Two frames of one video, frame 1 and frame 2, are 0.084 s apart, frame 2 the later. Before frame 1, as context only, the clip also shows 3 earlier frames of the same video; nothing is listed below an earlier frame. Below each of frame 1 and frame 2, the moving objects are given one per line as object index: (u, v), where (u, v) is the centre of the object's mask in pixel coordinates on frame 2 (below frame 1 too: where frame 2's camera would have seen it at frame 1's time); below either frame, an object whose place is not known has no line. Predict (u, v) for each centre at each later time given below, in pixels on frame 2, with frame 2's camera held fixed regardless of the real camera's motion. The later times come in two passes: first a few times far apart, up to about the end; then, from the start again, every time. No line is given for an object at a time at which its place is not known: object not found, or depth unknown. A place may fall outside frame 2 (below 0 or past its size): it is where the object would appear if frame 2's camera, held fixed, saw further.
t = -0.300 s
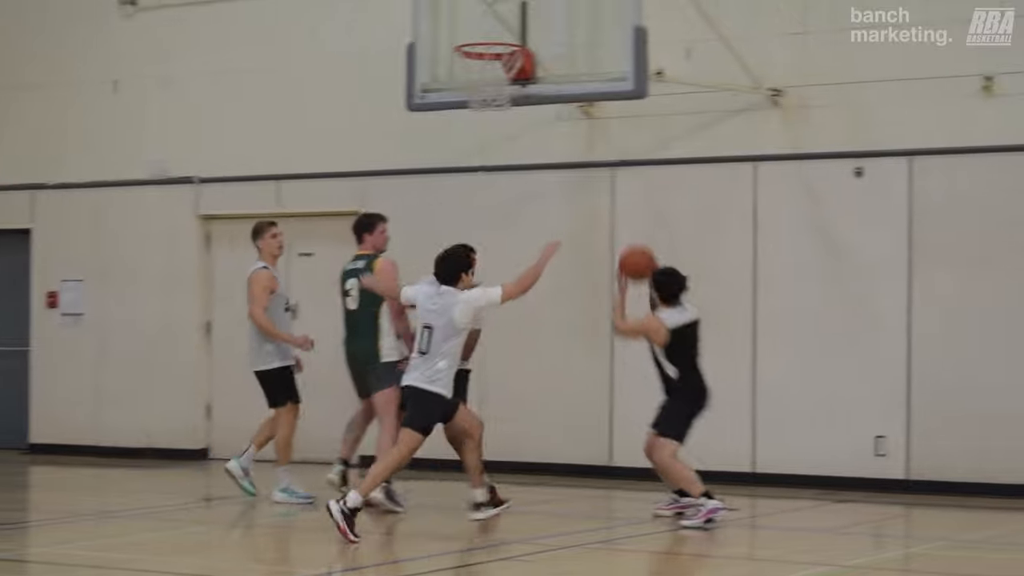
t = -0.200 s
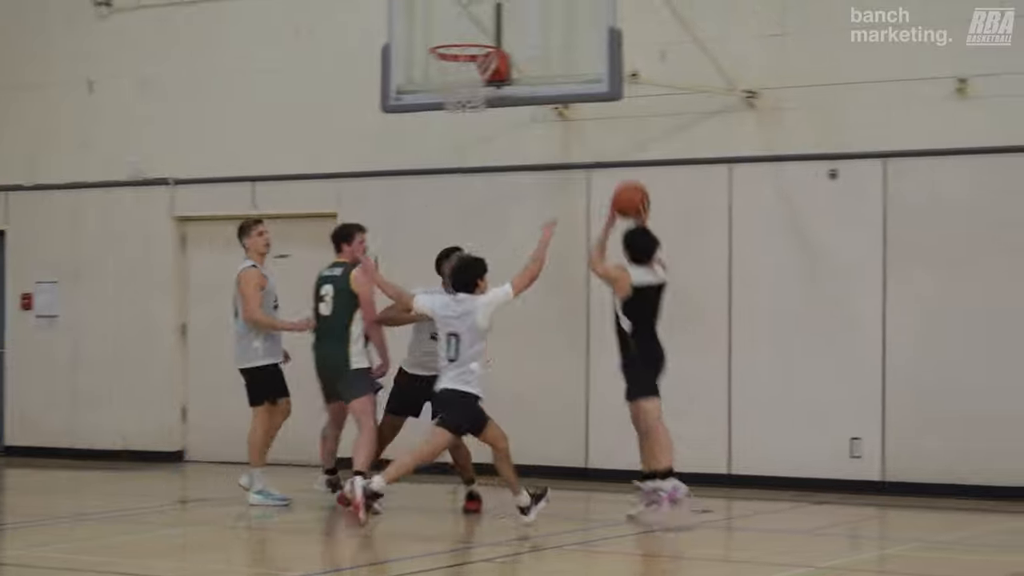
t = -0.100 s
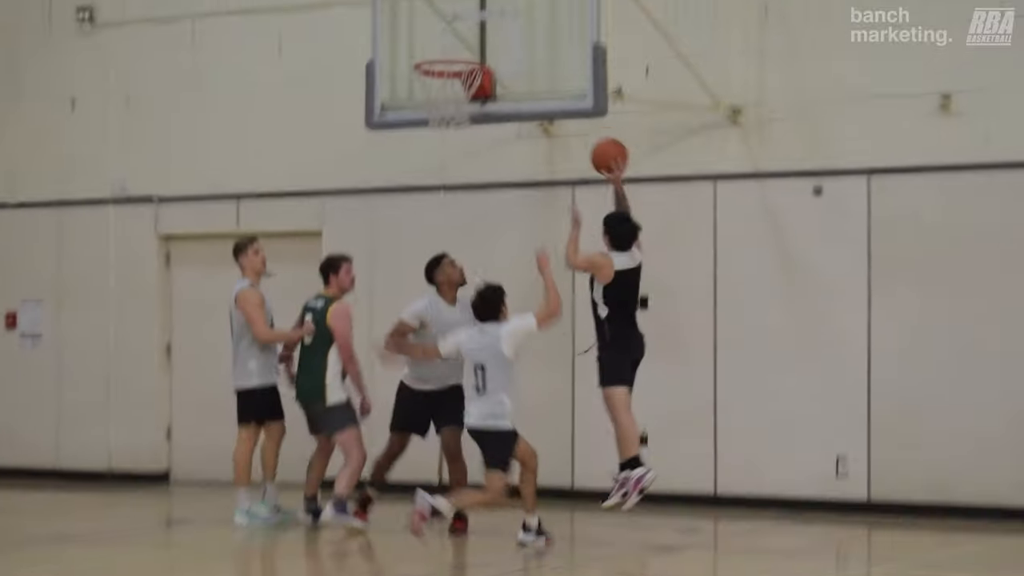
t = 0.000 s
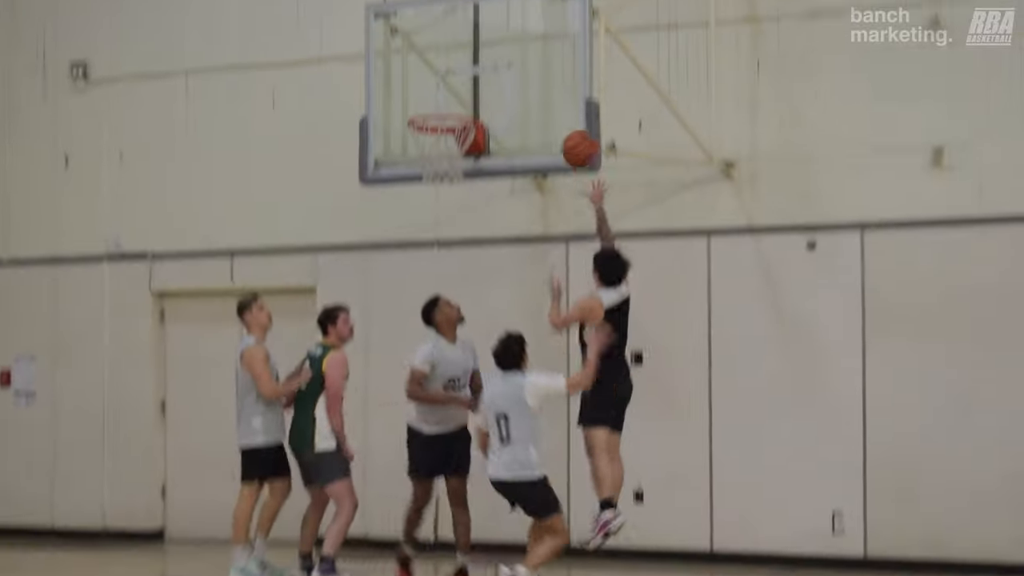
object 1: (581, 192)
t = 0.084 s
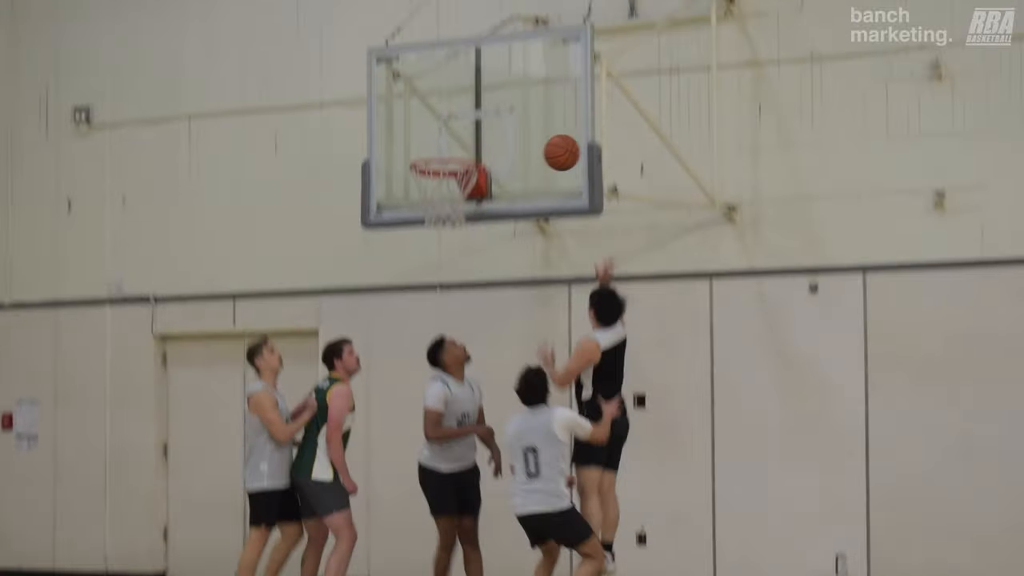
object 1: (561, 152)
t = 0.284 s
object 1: (514, 108)
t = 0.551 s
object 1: (434, 148)
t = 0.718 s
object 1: (458, 175)
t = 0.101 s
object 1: (558, 146)
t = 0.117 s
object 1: (554, 140)
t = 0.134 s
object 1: (550, 135)
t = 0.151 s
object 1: (546, 130)
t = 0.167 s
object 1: (542, 125)
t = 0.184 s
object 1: (539, 121)
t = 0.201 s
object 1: (535, 117)
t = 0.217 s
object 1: (531, 114)
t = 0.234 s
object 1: (528, 111)
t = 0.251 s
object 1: (524, 110)
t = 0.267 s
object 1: (519, 108)
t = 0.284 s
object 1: (514, 108)
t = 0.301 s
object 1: (509, 107)
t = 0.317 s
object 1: (504, 107)
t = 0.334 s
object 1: (499, 108)
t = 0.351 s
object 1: (494, 108)
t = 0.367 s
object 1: (489, 109)
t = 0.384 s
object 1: (484, 111)
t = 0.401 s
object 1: (479, 113)
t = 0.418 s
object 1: (474, 115)
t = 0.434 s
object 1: (469, 118)
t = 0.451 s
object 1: (464, 121)
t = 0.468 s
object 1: (459, 125)
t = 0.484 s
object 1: (454, 129)
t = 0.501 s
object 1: (449, 133)
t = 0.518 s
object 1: (444, 137)
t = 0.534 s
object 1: (439, 142)
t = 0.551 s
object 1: (434, 148)
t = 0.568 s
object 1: (430, 153)
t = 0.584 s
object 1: (432, 154)
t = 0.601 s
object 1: (436, 153)
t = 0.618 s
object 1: (440, 158)
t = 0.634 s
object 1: (444, 162)
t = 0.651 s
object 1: (447, 163)
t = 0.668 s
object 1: (452, 167)
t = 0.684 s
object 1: (456, 171)
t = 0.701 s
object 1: (458, 173)
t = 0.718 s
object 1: (458, 175)
